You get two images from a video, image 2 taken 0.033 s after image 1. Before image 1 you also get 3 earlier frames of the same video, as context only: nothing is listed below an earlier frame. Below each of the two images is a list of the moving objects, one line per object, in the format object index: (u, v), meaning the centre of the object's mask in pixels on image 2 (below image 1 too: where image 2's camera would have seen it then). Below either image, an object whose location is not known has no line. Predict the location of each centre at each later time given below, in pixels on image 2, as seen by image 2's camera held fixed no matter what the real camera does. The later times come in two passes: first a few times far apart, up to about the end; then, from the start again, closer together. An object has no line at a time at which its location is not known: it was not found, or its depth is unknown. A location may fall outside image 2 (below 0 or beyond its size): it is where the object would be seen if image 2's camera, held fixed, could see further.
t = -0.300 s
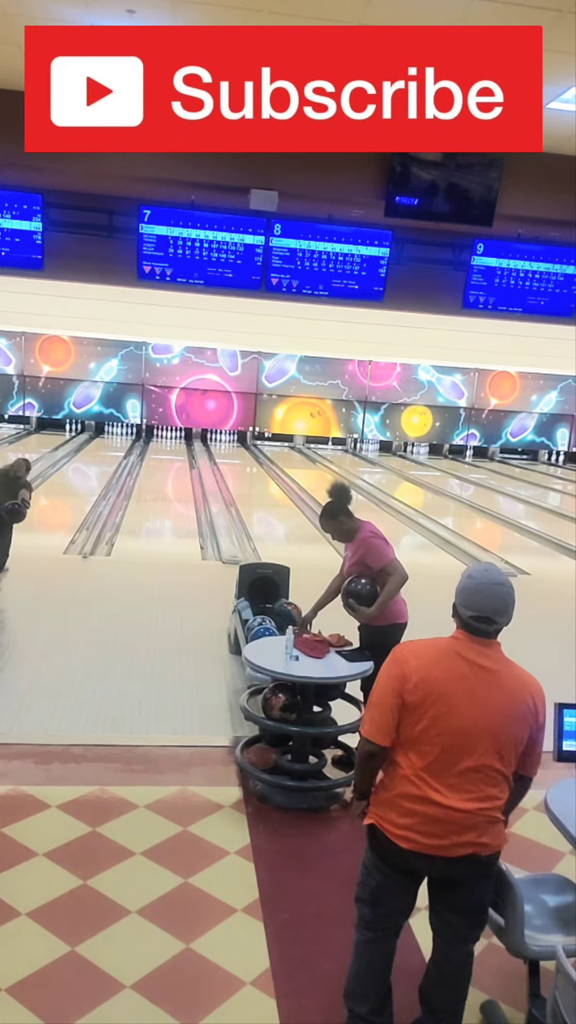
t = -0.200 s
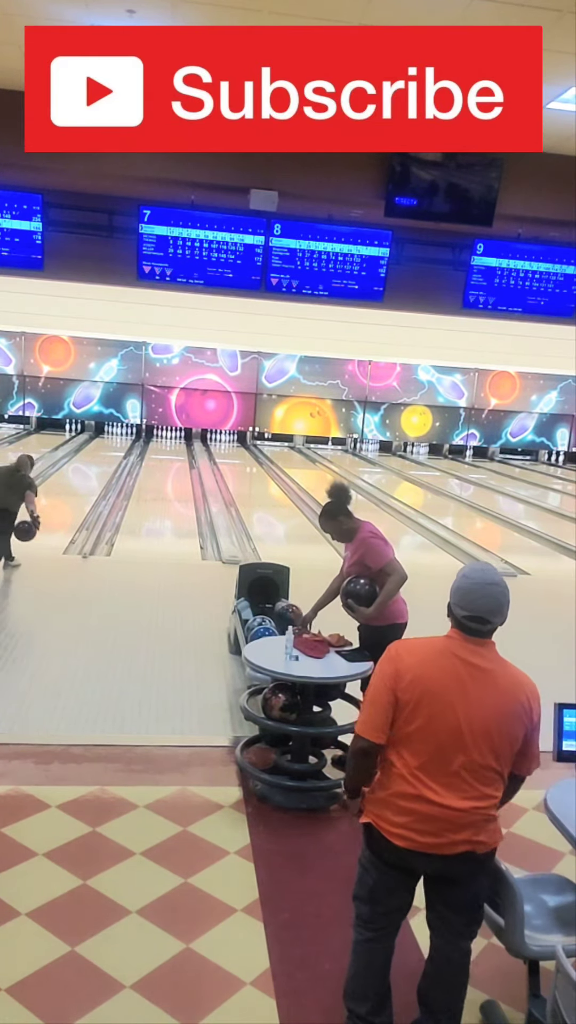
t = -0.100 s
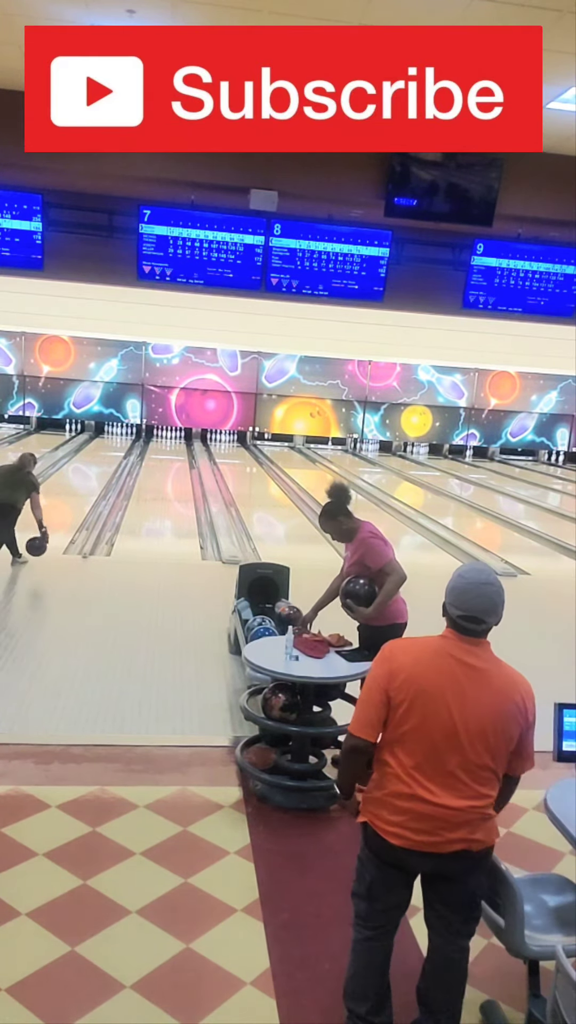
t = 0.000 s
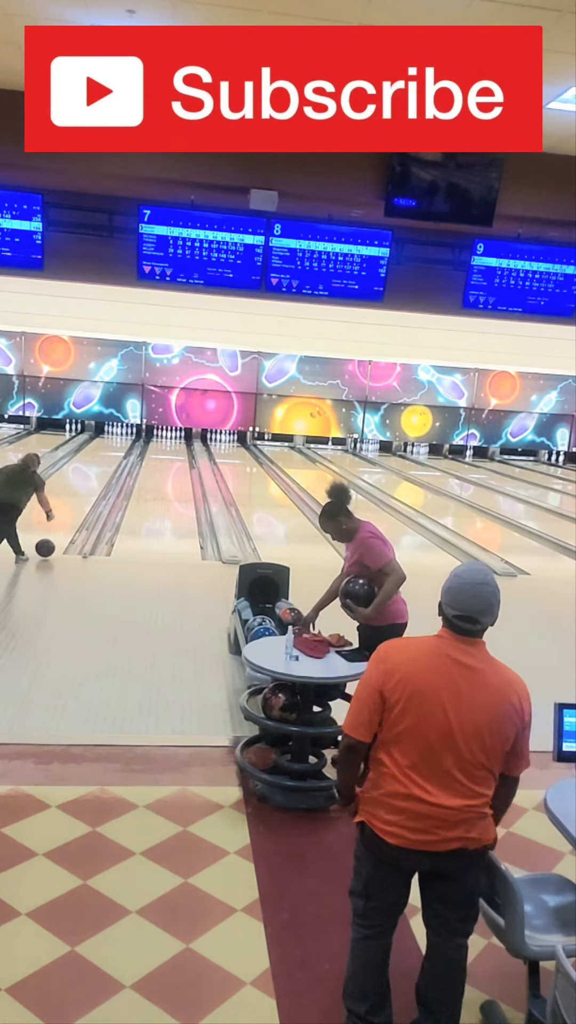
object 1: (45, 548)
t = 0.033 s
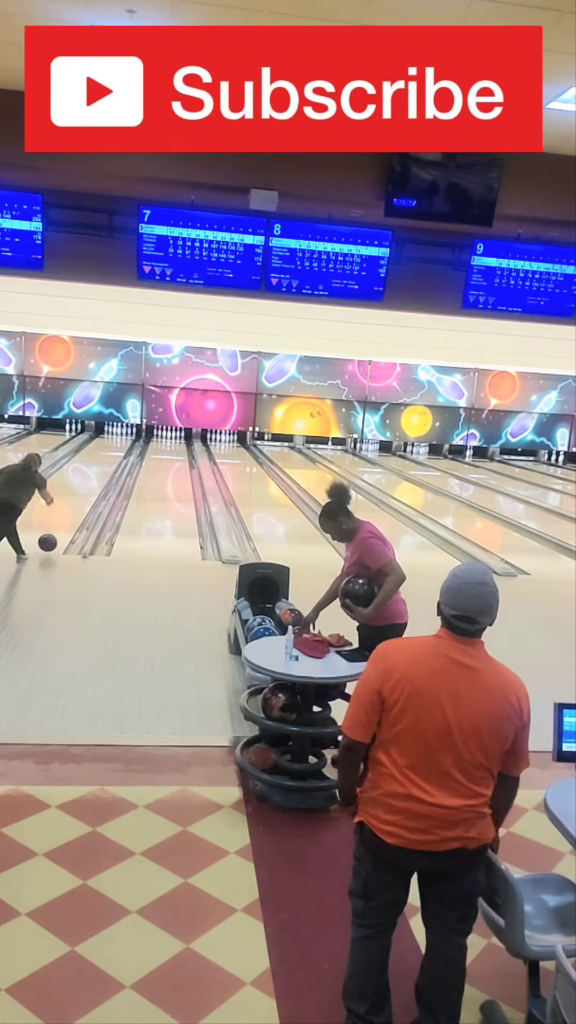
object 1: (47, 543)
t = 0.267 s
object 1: (63, 522)
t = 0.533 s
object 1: (75, 502)
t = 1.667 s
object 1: (103, 456)
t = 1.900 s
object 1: (106, 450)
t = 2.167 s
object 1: (109, 445)
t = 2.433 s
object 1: (111, 441)
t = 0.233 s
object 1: (61, 525)
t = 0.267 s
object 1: (63, 522)
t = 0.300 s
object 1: (64, 519)
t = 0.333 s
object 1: (66, 516)
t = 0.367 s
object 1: (68, 514)
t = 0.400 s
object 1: (69, 511)
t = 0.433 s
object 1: (71, 509)
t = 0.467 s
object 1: (72, 507)
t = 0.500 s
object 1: (74, 504)
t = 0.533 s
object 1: (75, 502)
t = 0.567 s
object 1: (77, 500)
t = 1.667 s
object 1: (103, 456)
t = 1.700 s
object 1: (104, 455)
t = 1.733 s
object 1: (104, 454)
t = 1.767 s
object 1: (104, 454)
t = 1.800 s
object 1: (105, 453)
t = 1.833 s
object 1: (105, 452)
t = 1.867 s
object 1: (106, 451)
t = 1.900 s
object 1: (106, 450)
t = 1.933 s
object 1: (106, 450)
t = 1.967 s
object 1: (106, 449)
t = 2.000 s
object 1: (107, 448)
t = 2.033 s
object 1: (107, 447)
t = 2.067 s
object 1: (108, 447)
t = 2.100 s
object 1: (108, 446)
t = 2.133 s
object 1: (108, 446)
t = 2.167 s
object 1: (109, 445)
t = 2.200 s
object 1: (108, 445)
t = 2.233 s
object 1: (109, 444)
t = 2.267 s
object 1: (109, 443)
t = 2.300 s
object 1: (110, 443)
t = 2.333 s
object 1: (110, 442)
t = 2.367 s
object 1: (110, 442)
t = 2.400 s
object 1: (110, 441)
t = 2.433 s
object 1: (111, 441)
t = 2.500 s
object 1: (112, 439)
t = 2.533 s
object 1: (112, 438)
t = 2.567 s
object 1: (112, 438)
